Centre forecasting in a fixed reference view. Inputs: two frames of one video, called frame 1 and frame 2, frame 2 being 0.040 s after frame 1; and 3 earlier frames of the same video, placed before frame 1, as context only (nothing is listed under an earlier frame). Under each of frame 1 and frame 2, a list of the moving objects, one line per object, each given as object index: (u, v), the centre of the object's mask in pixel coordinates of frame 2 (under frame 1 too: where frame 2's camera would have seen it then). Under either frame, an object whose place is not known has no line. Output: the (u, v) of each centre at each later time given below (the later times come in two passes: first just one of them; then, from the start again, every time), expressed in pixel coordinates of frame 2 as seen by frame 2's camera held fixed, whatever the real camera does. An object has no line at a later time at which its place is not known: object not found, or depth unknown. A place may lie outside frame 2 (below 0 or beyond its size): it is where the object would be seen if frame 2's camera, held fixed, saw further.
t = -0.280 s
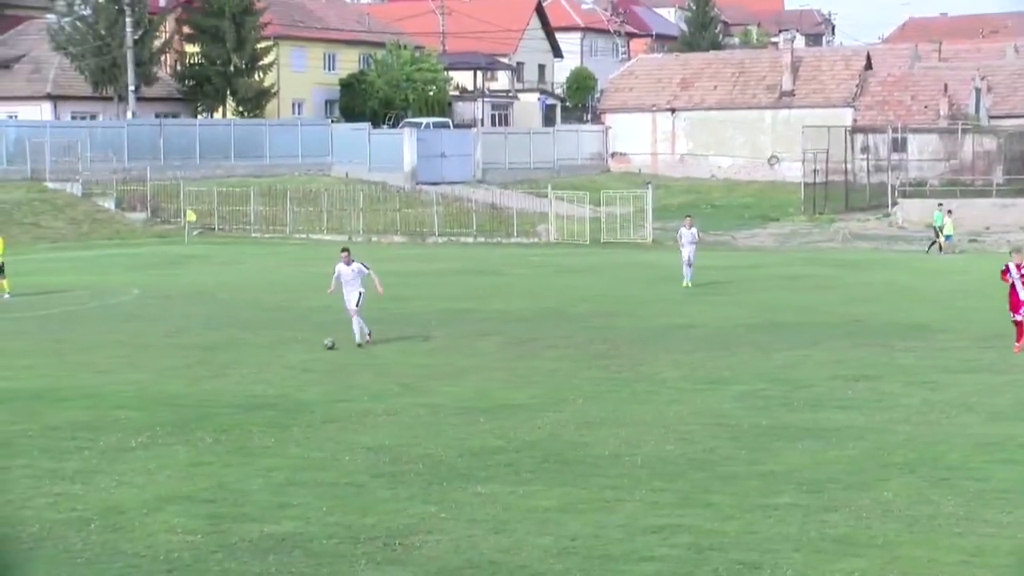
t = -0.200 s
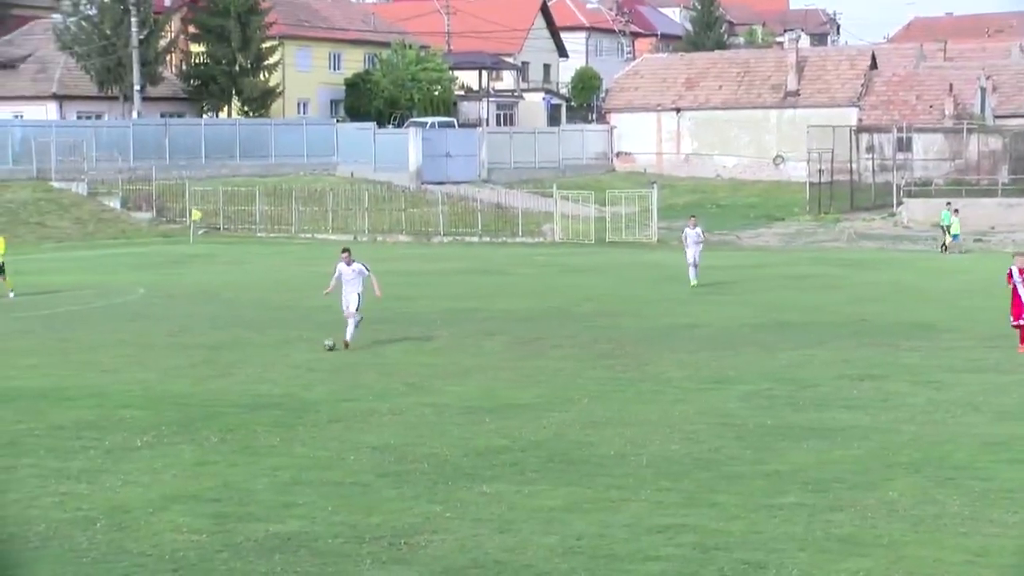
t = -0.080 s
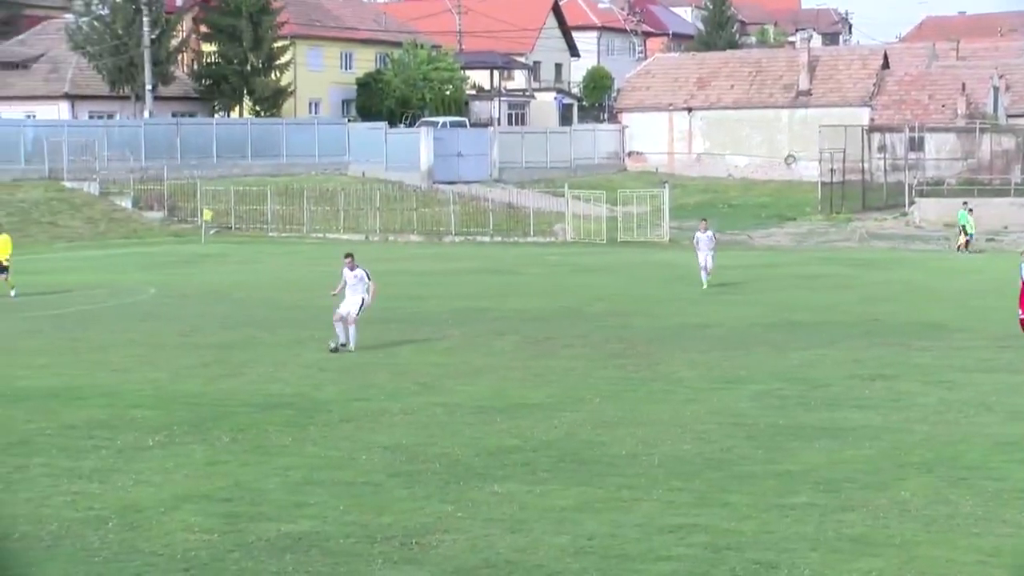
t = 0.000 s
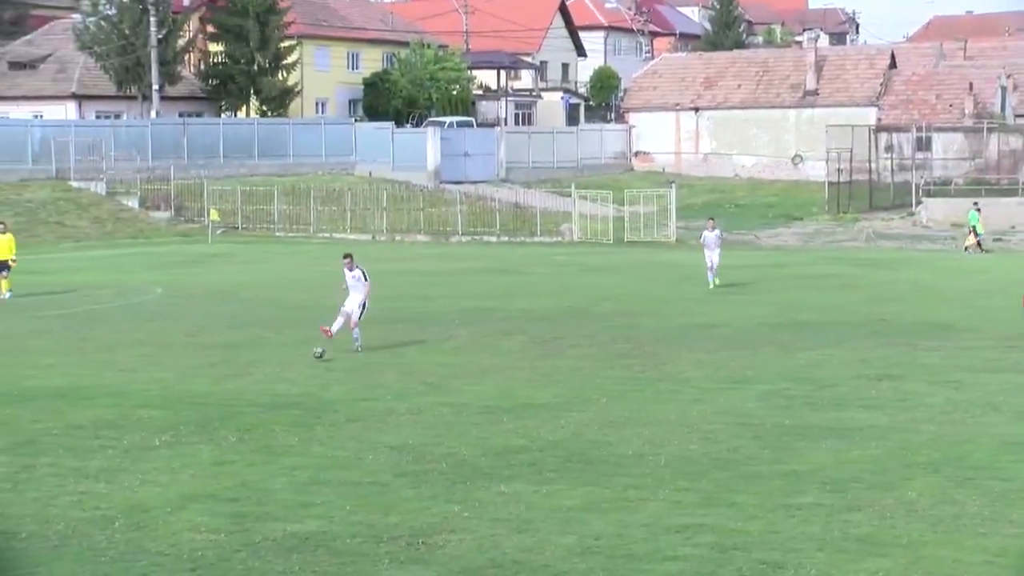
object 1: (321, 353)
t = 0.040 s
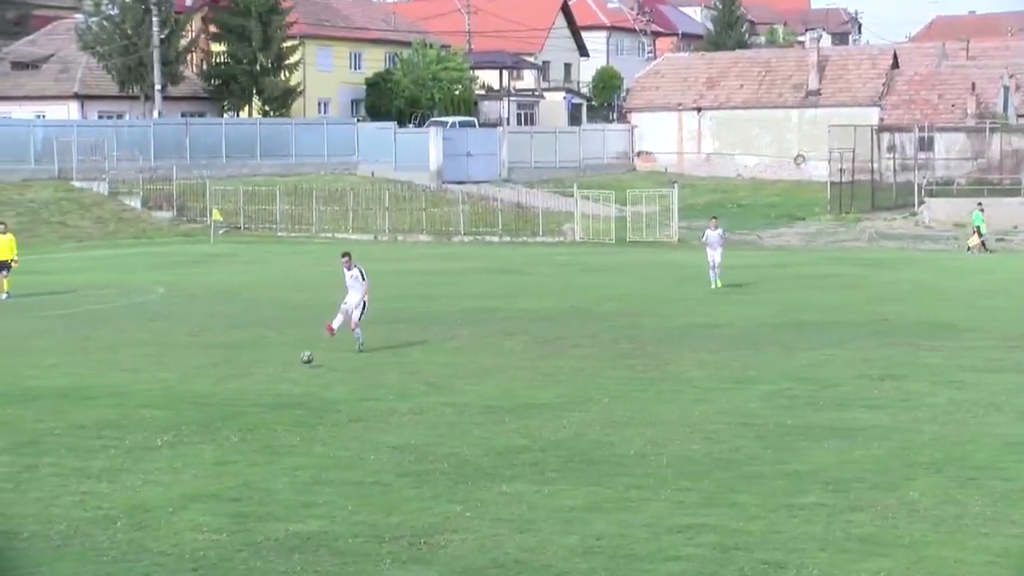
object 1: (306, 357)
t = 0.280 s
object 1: (229, 400)
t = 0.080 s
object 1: (293, 364)
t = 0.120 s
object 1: (280, 373)
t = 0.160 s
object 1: (267, 380)
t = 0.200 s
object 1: (254, 385)
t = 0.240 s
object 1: (242, 391)
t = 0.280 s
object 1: (229, 400)
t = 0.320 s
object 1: (218, 409)
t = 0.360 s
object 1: (206, 416)
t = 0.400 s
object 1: (194, 423)
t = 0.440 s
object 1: (182, 430)
